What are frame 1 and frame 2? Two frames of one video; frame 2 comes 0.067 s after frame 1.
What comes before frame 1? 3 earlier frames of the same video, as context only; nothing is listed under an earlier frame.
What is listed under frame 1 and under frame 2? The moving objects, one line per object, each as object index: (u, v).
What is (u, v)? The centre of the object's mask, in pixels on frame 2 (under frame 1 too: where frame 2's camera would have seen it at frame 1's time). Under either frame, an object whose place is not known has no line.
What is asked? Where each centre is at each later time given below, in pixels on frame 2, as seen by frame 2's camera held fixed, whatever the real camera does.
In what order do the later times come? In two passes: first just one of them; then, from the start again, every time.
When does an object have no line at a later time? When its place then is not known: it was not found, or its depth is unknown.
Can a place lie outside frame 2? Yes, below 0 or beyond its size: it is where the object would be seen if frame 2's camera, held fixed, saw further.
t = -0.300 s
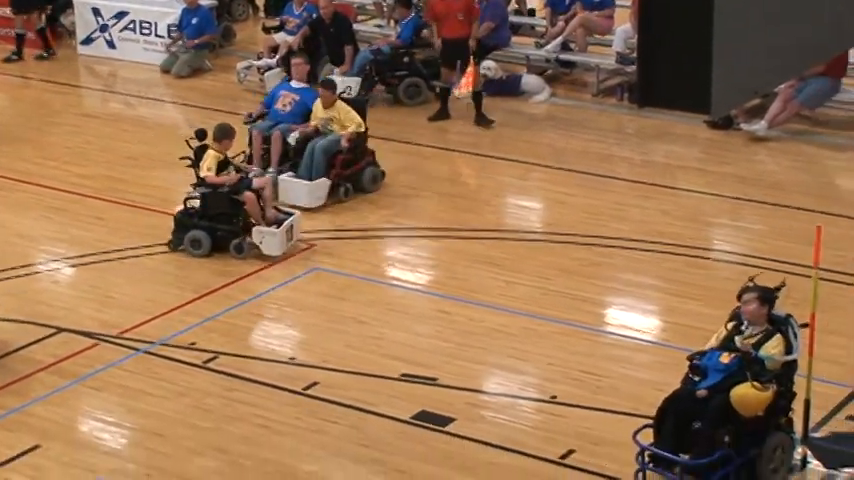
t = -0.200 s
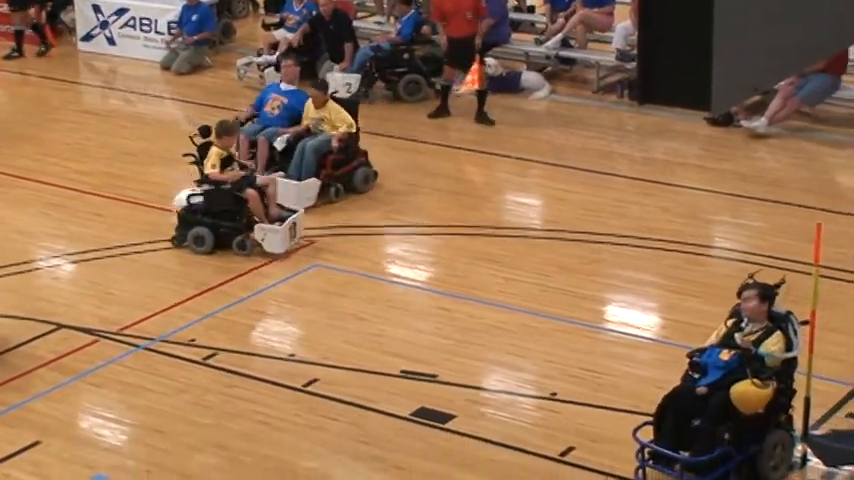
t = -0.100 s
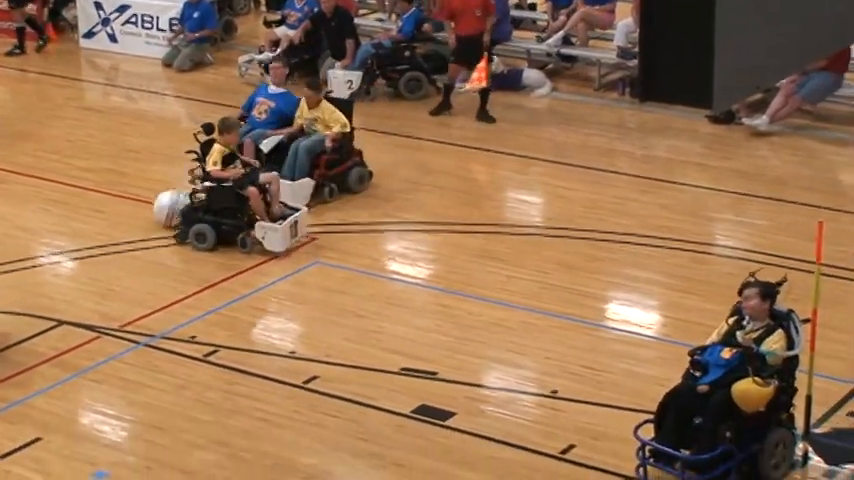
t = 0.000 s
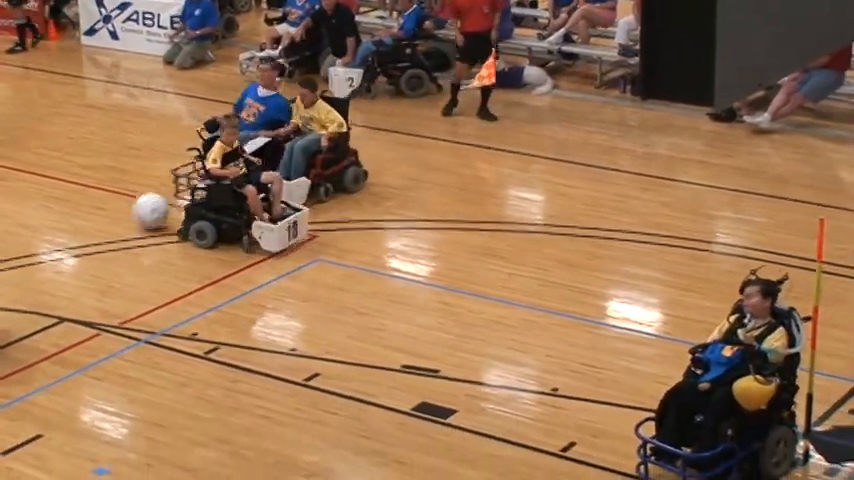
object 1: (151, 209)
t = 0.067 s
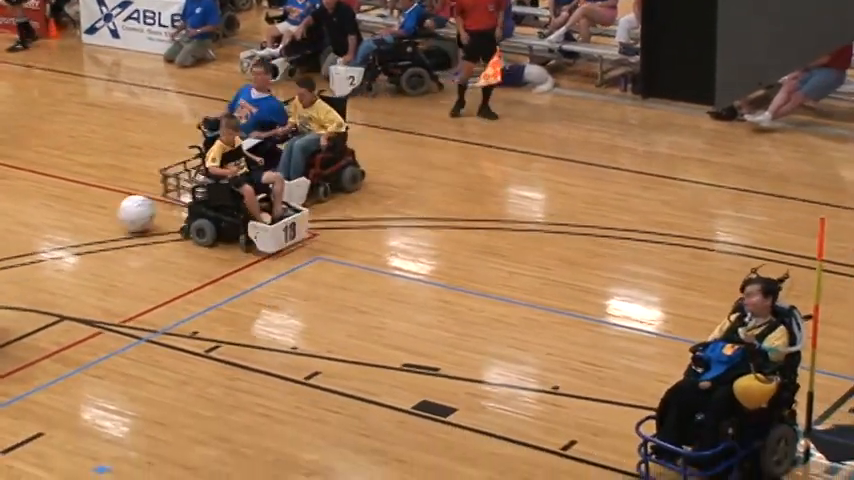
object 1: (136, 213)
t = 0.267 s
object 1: (92, 225)
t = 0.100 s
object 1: (129, 215)
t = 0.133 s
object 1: (122, 218)
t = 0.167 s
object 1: (113, 220)
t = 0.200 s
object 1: (106, 221)
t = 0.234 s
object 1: (99, 223)
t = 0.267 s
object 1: (92, 225)
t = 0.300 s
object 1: (84, 227)
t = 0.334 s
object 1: (77, 229)
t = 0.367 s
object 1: (69, 231)
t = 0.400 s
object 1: (62, 233)
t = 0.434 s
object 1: (55, 234)
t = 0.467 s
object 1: (48, 236)
